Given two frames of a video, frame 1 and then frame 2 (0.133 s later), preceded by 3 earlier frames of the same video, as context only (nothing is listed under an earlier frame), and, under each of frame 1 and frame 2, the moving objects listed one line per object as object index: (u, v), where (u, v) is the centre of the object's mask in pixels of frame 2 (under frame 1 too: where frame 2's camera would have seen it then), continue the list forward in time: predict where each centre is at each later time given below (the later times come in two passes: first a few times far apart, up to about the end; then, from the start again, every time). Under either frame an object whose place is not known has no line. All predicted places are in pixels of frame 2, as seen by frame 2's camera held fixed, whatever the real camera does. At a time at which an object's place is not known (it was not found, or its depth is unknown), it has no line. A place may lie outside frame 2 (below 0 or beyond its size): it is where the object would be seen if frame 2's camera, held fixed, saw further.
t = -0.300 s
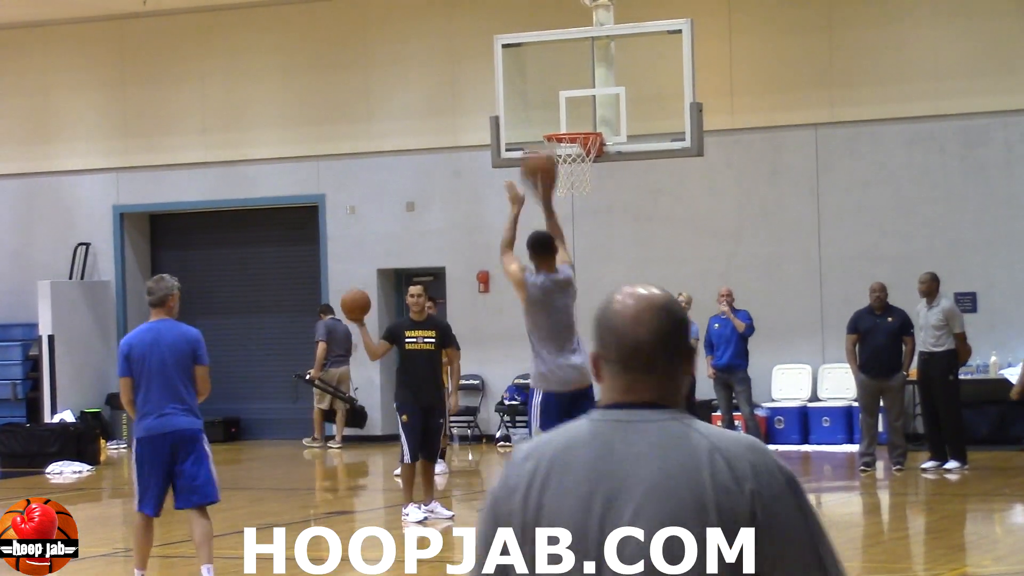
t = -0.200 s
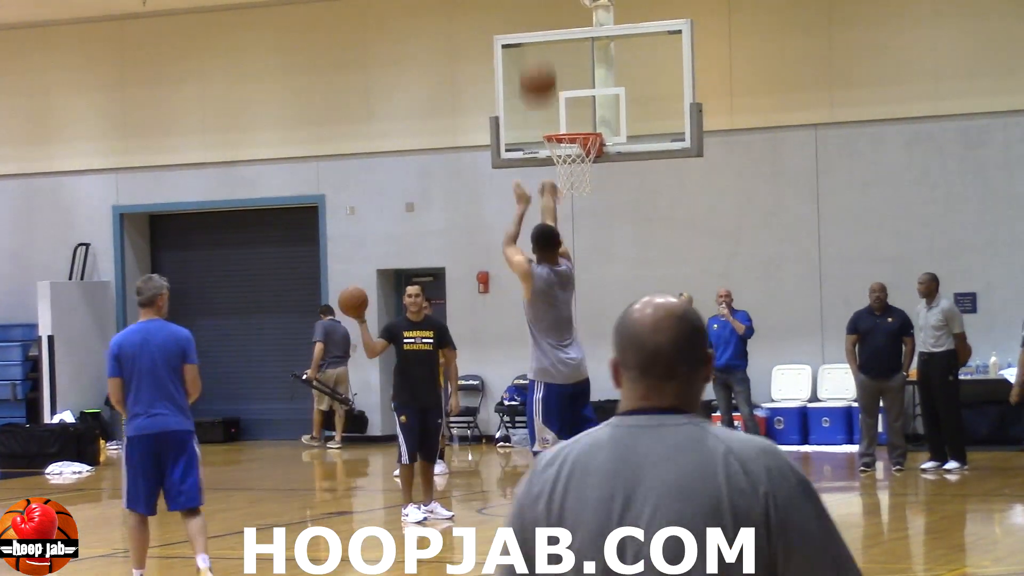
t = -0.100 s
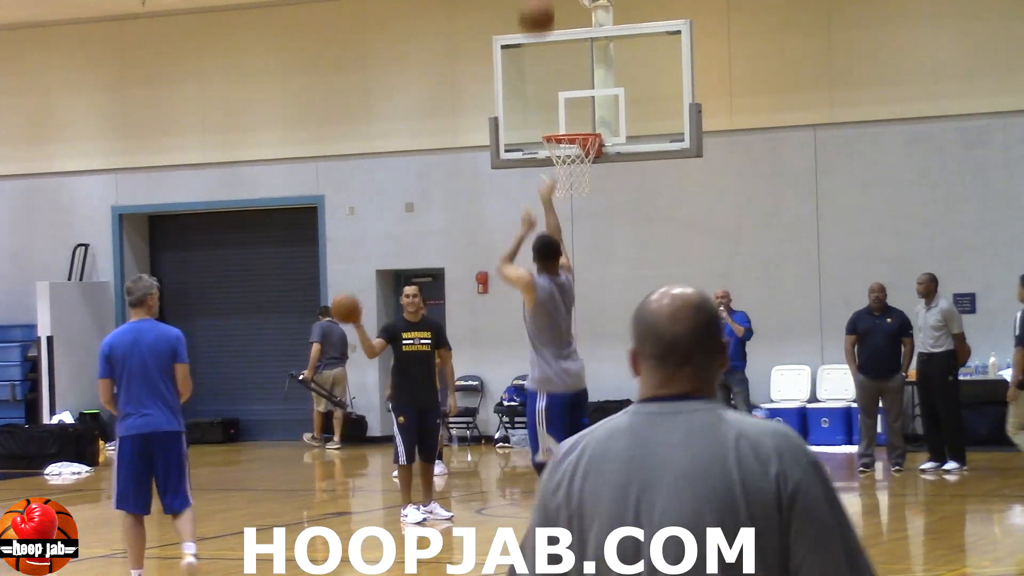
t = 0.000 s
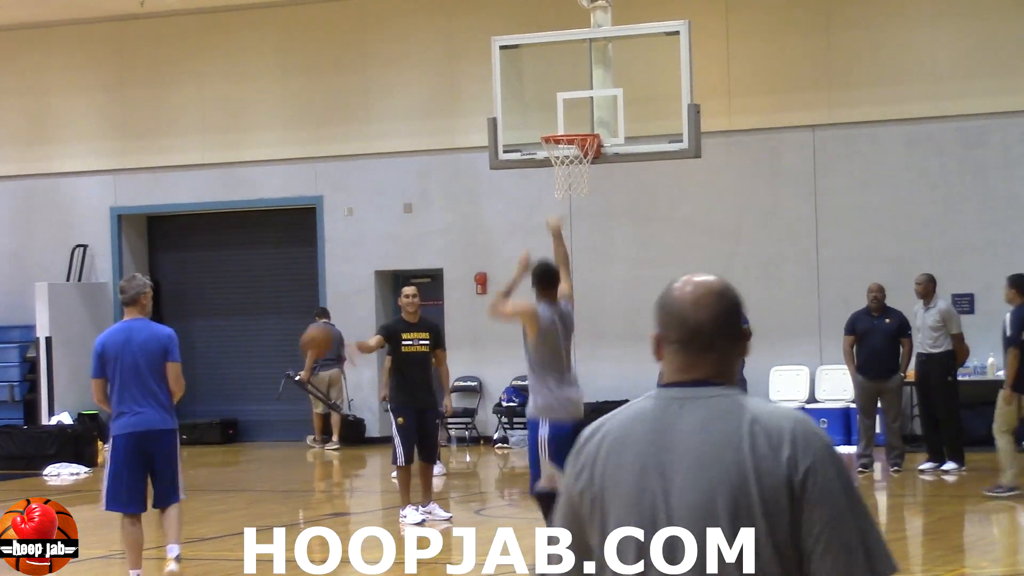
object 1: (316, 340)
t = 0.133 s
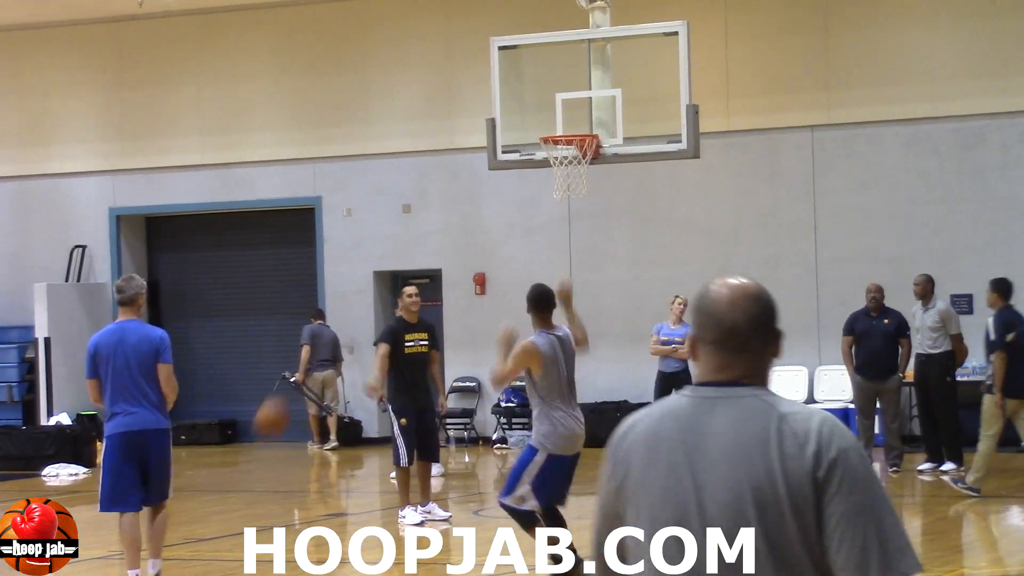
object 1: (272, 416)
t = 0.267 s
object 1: (225, 531)
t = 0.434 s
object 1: (192, 464)
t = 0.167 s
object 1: (260, 441)
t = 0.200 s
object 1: (248, 469)
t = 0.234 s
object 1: (238, 497)
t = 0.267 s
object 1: (225, 531)
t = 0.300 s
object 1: (216, 539)
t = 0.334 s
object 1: (210, 519)
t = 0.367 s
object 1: (204, 499)
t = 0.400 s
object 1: (198, 480)
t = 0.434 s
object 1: (192, 464)
